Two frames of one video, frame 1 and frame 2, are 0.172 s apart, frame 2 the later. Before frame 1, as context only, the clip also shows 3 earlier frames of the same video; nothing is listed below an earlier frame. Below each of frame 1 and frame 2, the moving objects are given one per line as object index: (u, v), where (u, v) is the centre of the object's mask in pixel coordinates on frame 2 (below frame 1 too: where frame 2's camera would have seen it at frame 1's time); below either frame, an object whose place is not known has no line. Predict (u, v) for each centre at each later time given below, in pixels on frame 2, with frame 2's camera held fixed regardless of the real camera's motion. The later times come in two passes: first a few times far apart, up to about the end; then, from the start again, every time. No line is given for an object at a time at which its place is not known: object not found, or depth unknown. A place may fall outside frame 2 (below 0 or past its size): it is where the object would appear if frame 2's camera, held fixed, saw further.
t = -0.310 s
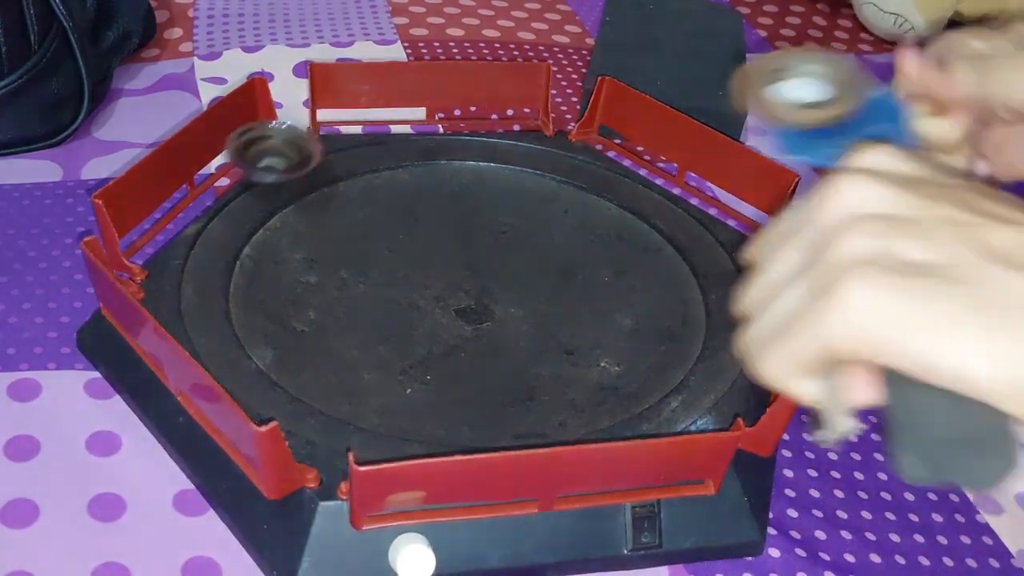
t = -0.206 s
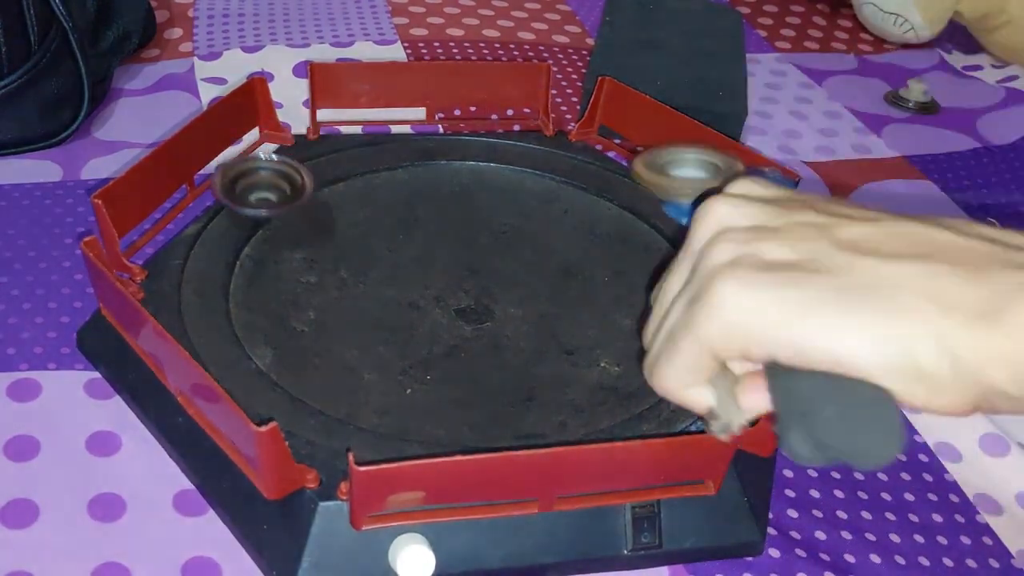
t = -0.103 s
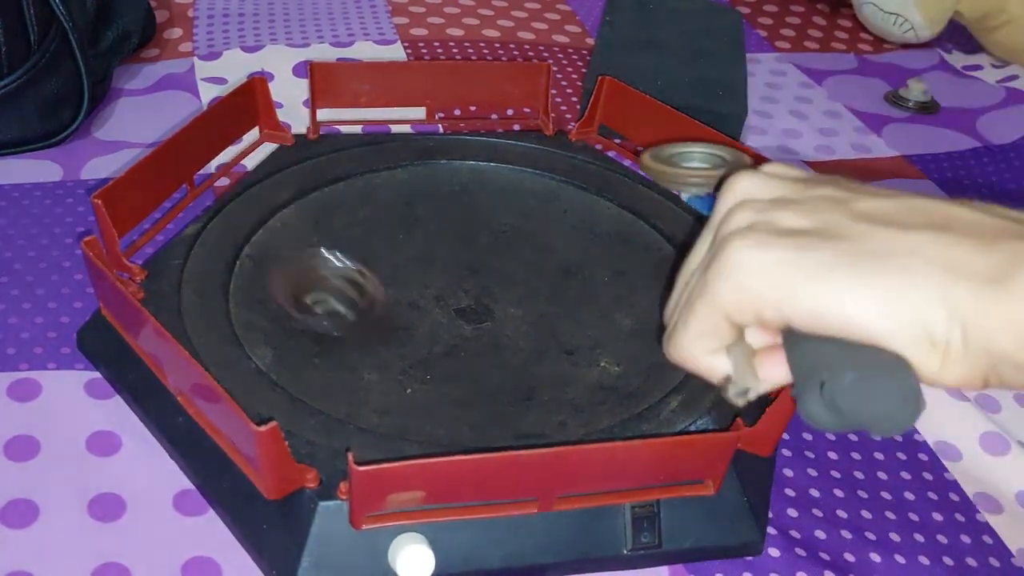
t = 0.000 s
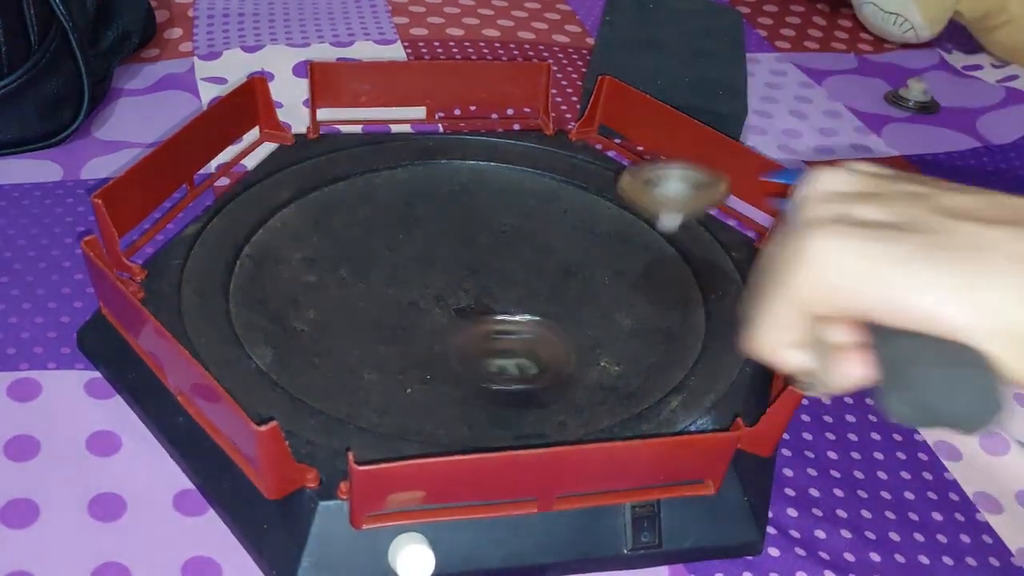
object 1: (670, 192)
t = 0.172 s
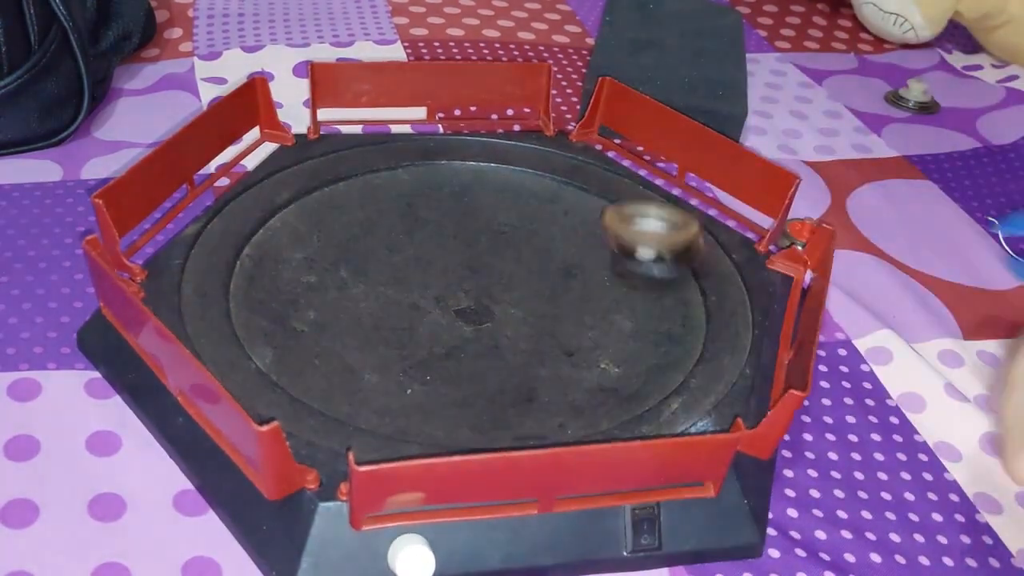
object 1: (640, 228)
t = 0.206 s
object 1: (646, 204)
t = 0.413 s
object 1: (545, 149)
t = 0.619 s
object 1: (451, 244)
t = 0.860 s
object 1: (534, 377)
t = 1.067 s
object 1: (476, 395)
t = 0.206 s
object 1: (646, 204)
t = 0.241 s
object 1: (643, 177)
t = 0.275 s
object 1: (627, 156)
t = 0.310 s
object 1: (609, 134)
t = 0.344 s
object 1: (589, 124)
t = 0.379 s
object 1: (568, 128)
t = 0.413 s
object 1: (545, 149)
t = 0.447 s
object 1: (523, 171)
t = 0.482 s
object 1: (507, 176)
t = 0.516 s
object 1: (487, 193)
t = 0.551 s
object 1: (473, 207)
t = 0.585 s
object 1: (460, 226)
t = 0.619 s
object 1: (451, 244)
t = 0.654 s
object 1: (447, 263)
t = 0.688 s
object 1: (449, 282)
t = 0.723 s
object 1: (458, 302)
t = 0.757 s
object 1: (478, 324)
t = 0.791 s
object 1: (500, 344)
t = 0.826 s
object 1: (520, 362)
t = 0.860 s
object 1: (534, 377)
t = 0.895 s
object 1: (541, 388)
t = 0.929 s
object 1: (543, 395)
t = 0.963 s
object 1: (534, 400)
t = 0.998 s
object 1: (524, 402)
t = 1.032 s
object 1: (502, 400)
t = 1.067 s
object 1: (476, 395)
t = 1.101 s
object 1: (446, 386)
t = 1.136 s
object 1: (418, 372)
